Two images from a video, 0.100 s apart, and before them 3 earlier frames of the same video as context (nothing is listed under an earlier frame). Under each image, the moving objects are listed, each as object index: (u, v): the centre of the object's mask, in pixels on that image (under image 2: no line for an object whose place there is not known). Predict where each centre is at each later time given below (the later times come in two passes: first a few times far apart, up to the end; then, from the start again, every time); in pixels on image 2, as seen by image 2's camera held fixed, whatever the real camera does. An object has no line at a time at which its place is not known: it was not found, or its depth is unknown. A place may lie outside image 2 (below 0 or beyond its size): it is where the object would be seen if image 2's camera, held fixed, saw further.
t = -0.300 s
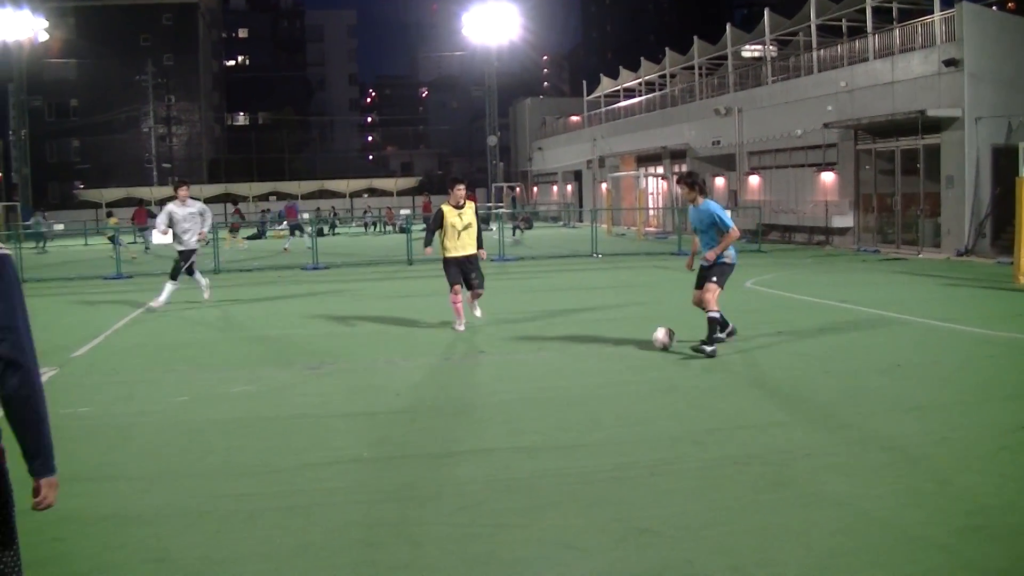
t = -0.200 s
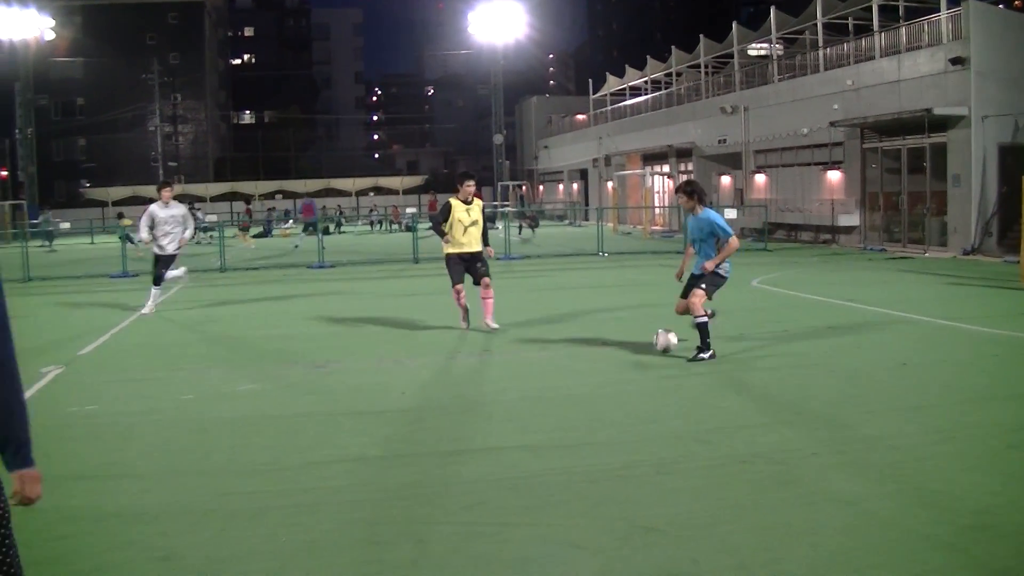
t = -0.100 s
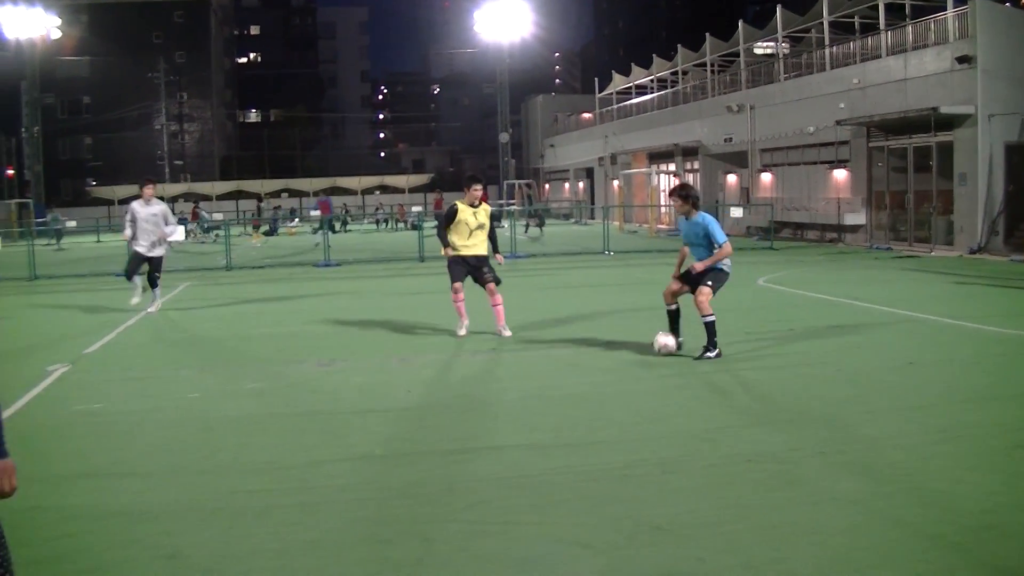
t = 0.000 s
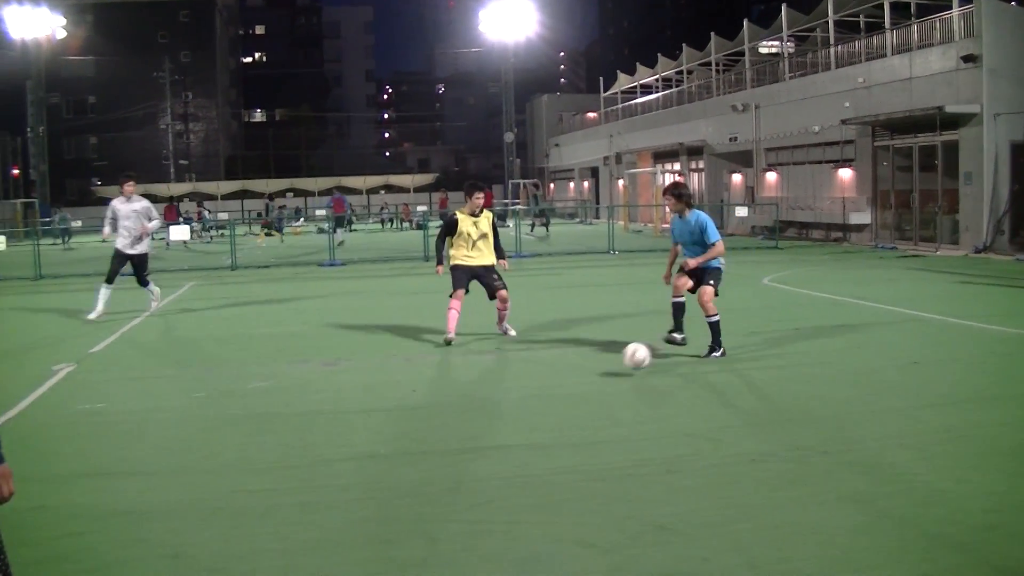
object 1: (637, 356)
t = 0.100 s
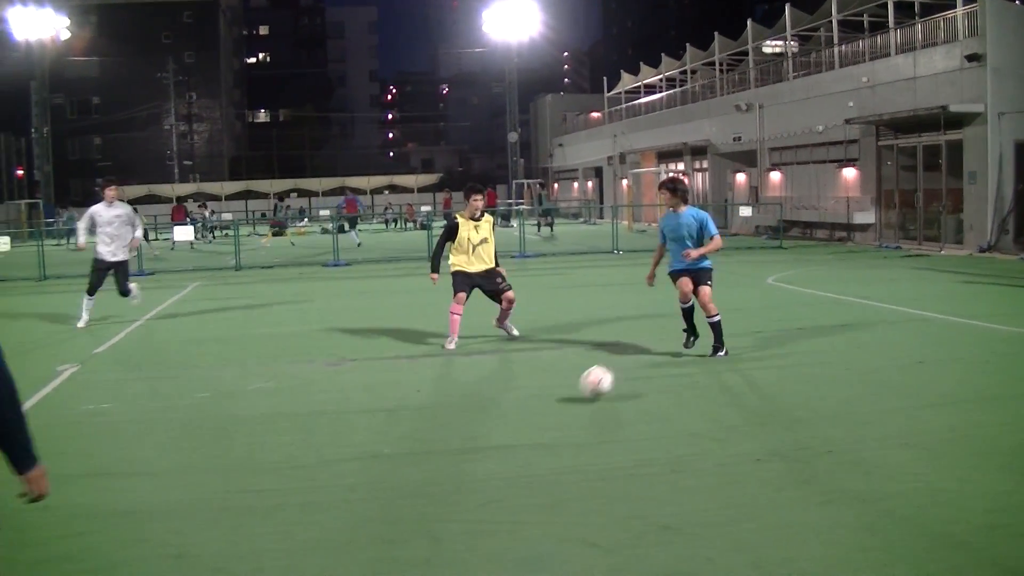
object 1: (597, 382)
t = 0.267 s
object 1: (506, 434)
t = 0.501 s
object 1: (323, 536)
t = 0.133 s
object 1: (580, 394)
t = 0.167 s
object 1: (563, 402)
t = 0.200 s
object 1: (545, 409)
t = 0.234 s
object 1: (526, 420)
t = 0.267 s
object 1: (506, 434)
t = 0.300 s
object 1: (484, 446)
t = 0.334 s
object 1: (464, 457)
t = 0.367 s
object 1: (438, 473)
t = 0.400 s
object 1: (412, 486)
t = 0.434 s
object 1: (386, 502)
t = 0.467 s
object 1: (356, 519)
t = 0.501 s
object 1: (323, 536)
